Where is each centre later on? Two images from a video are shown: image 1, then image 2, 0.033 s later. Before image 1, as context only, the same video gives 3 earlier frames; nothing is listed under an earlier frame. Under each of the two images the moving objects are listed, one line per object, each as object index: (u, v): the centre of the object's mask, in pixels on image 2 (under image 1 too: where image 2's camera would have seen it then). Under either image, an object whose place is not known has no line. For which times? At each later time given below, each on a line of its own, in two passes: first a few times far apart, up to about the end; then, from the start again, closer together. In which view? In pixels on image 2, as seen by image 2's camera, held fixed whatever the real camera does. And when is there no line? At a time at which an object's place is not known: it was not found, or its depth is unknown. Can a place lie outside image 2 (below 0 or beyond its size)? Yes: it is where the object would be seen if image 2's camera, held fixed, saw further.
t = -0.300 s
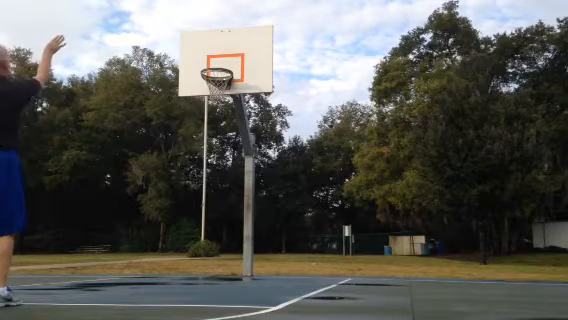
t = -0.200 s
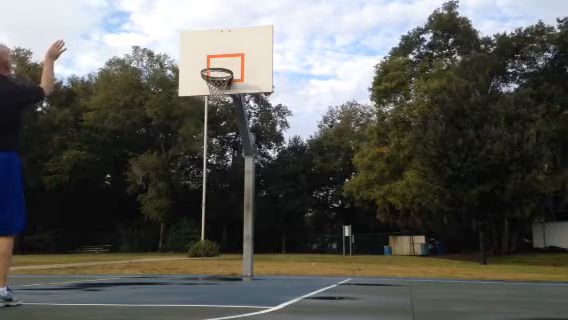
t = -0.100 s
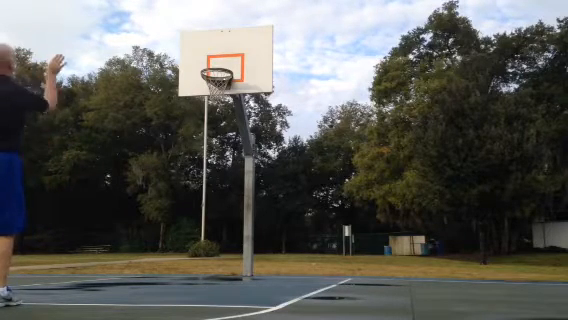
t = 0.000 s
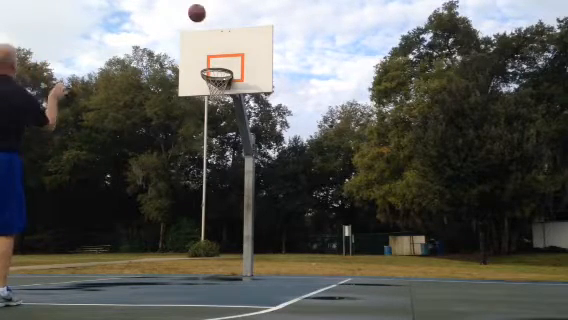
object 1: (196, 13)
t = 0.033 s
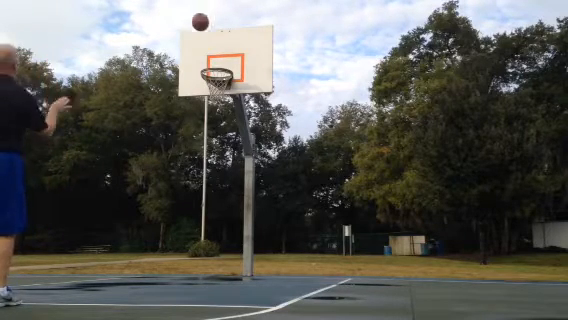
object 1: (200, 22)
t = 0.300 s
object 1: (219, 92)
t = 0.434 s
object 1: (219, 97)
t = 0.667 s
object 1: (214, 137)
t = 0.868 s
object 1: (209, 206)
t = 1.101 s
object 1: (204, 238)
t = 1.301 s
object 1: (200, 188)
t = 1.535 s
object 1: (196, 161)
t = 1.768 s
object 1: (189, 172)
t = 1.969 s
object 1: (181, 217)
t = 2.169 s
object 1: (174, 258)
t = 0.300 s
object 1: (219, 92)
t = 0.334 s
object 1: (218, 92)
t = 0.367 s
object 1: (219, 93)
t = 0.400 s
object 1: (218, 94)
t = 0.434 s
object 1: (219, 97)
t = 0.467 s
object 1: (217, 100)
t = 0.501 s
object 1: (215, 103)
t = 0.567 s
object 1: (215, 113)
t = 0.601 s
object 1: (215, 121)
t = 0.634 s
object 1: (214, 129)
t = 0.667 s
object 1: (214, 137)
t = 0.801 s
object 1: (212, 181)
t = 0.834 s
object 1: (211, 192)
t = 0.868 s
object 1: (209, 206)
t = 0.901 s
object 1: (209, 221)
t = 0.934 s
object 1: (208, 236)
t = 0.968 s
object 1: (207, 254)
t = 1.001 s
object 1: (206, 275)
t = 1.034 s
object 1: (205, 263)
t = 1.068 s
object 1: (204, 250)
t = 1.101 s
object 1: (204, 238)
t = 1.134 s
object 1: (204, 229)
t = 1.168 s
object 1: (203, 219)
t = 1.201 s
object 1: (203, 210)
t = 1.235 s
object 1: (202, 202)
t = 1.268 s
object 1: (202, 194)
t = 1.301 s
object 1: (200, 188)
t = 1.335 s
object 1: (200, 182)
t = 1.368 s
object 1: (199, 177)
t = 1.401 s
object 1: (199, 172)
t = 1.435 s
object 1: (199, 168)
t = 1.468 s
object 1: (198, 165)
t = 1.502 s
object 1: (197, 162)
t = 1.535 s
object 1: (196, 161)
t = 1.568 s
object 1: (194, 161)
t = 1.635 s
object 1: (193, 161)
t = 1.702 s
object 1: (191, 165)
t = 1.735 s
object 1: (190, 168)
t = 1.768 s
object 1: (189, 172)
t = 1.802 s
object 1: (188, 177)
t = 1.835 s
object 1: (186, 183)
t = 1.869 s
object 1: (185, 190)
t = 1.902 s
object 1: (184, 198)
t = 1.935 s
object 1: (182, 207)
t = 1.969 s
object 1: (181, 217)
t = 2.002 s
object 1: (180, 228)
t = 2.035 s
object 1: (178, 240)
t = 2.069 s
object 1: (177, 256)
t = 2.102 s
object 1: (176, 272)
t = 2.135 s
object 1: (175, 272)
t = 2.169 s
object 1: (174, 258)
